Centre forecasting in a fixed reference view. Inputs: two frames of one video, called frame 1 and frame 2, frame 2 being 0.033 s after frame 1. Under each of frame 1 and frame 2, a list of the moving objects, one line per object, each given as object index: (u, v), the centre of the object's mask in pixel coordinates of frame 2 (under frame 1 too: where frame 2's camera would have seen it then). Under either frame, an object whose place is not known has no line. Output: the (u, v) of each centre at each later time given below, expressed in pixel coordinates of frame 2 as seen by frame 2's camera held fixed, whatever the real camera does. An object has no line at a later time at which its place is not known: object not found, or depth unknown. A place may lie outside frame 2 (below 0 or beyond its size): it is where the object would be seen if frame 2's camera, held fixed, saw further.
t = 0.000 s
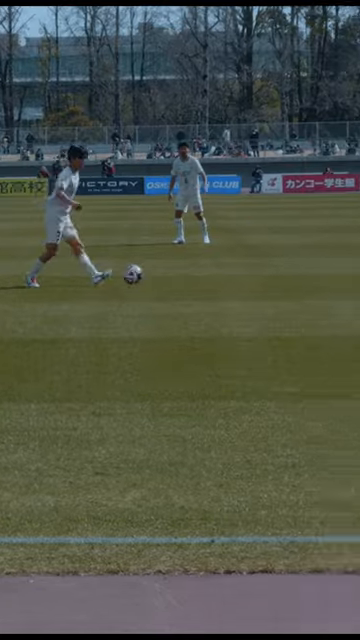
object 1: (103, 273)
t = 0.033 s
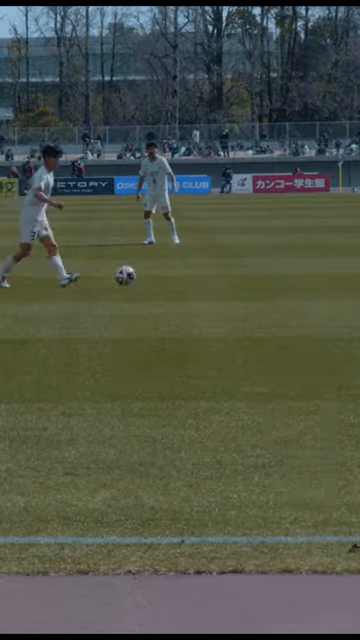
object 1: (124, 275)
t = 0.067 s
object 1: (147, 278)
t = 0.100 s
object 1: (170, 282)
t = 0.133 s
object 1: (194, 287)
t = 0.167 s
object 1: (216, 288)
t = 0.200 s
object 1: (238, 289)
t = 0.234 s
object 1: (260, 290)
